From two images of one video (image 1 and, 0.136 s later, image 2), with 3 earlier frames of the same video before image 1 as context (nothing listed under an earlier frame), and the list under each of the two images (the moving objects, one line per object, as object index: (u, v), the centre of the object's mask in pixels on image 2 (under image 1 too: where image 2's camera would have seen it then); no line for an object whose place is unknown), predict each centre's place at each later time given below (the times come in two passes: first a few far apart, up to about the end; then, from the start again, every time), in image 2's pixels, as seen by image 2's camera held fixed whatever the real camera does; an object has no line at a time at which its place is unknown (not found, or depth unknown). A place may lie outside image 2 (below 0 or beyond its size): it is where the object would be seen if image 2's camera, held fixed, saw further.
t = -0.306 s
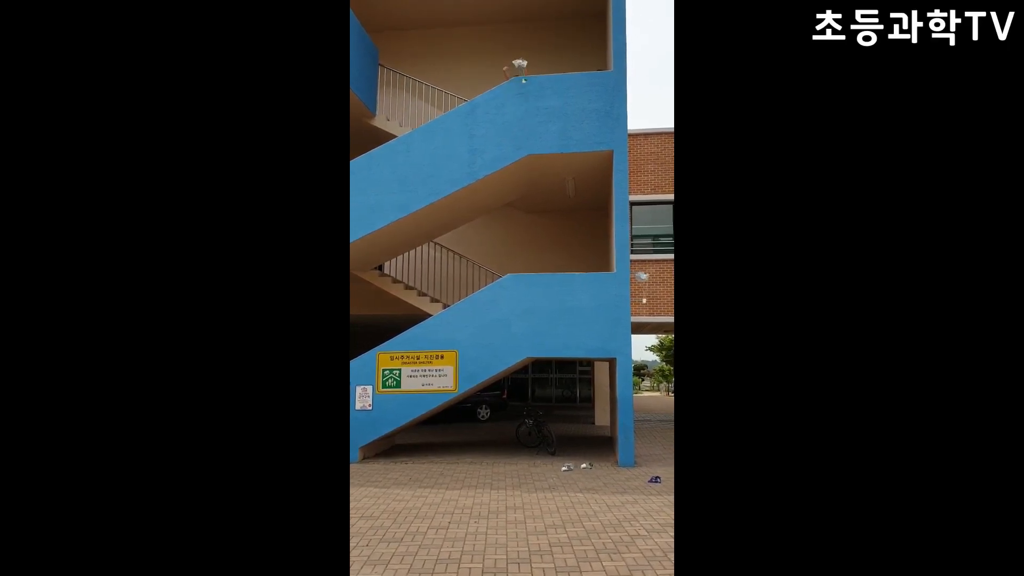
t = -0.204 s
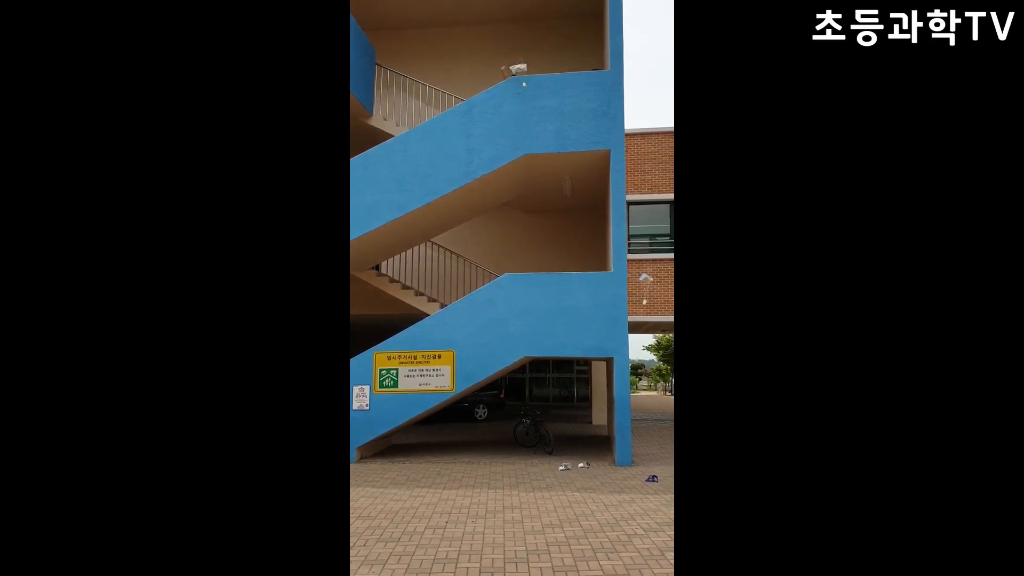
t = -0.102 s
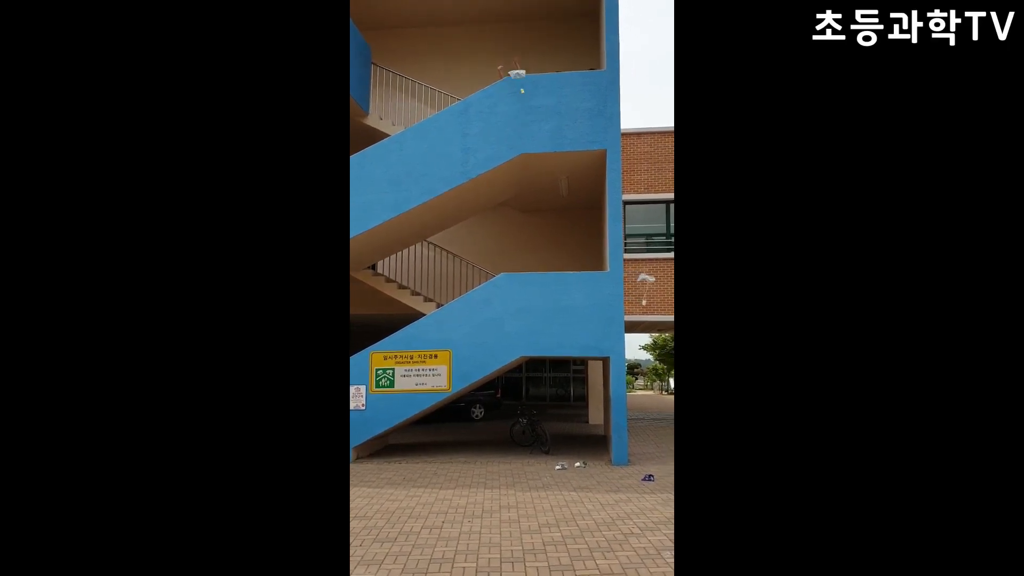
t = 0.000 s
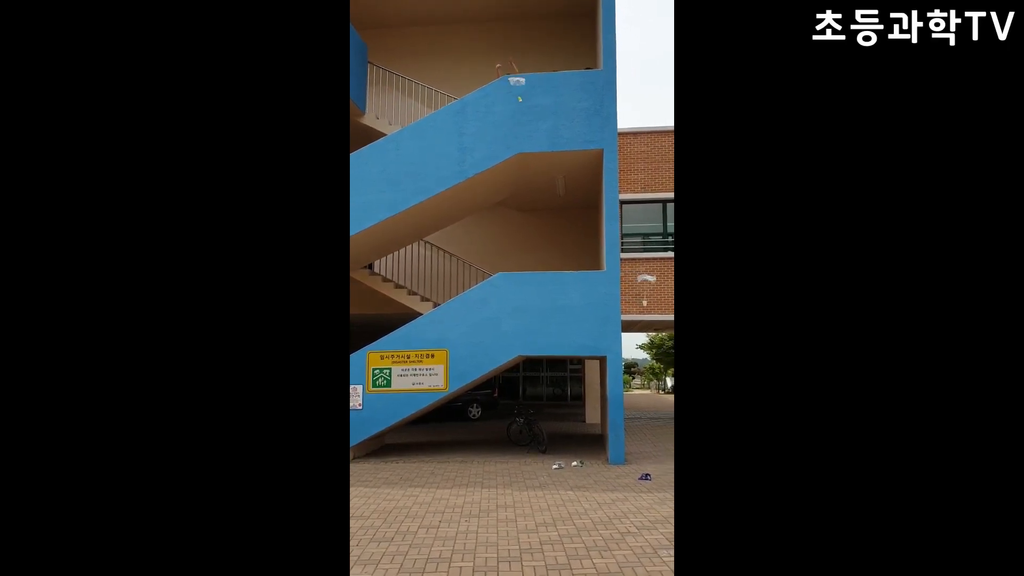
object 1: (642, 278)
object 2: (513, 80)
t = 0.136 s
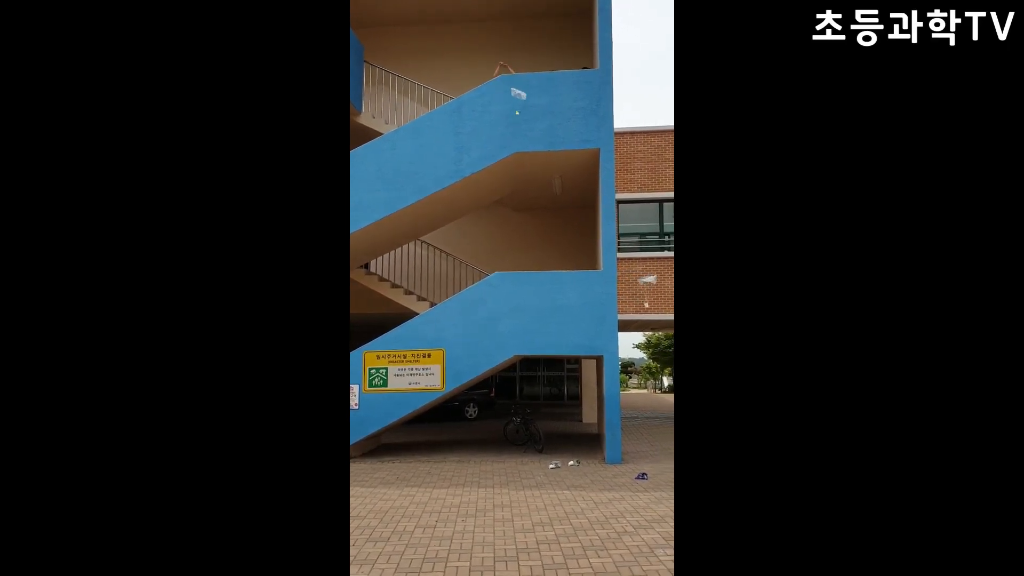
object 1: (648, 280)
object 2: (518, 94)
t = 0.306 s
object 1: (651, 283)
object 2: (525, 114)
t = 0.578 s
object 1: (648, 289)
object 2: (535, 144)
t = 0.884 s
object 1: (646, 295)
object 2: (558, 181)
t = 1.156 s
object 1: (652, 296)
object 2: (572, 217)
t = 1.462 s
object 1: (653, 301)
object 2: (584, 253)
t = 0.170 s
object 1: (650, 281)
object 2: (520, 98)
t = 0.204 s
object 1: (650, 281)
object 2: (521, 102)
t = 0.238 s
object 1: (650, 282)
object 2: (522, 105)
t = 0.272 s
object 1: (651, 282)
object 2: (523, 109)
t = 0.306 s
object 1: (651, 283)
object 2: (525, 114)
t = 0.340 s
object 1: (651, 283)
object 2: (526, 118)
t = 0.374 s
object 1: (650, 283)
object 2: (528, 122)
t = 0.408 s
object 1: (649, 285)
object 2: (529, 126)
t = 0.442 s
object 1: (649, 285)
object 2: (530, 130)
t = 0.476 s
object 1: (649, 287)
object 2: (532, 133)
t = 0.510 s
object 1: (648, 287)
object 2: (533, 137)
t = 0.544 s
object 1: (648, 289)
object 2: (534, 140)
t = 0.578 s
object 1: (648, 289)
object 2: (535, 144)
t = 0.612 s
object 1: (648, 290)
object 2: (536, 148)
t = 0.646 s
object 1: (648, 291)
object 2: (538, 152)
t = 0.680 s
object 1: (648, 292)
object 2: (539, 156)
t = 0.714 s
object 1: (646, 293)
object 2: (541, 160)
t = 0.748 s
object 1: (646, 293)
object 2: (544, 164)
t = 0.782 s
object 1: (646, 294)
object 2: (547, 168)
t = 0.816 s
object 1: (646, 294)
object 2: (551, 172)
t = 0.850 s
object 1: (646, 295)
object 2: (555, 177)
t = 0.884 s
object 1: (646, 295)
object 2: (558, 181)
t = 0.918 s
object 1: (646, 295)
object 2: (561, 185)
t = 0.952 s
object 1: (647, 295)
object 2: (564, 190)
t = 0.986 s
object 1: (648, 295)
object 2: (567, 194)
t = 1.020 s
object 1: (649, 295)
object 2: (569, 199)
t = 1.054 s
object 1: (649, 295)
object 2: (570, 204)
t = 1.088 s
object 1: (650, 296)
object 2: (571, 209)
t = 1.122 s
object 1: (651, 296)
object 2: (572, 213)
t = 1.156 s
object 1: (652, 296)
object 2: (572, 217)
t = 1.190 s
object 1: (652, 296)
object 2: (572, 221)
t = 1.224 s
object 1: (653, 296)
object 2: (572, 225)
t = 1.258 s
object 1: (653, 297)
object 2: (573, 229)
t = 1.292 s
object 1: (653, 297)
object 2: (573, 232)
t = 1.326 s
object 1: (653, 298)
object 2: (573, 235)
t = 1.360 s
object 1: (653, 299)
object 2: (574, 239)
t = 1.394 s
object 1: (653, 299)
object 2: (576, 243)
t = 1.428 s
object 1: (653, 300)
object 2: (578, 246)
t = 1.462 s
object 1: (653, 301)
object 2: (584, 253)
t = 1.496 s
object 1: (653, 302)
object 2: (587, 257)
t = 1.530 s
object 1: (653, 302)
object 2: (589, 261)
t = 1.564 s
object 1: (653, 303)
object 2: (592, 266)
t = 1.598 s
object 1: (652, 304)
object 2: (594, 270)
